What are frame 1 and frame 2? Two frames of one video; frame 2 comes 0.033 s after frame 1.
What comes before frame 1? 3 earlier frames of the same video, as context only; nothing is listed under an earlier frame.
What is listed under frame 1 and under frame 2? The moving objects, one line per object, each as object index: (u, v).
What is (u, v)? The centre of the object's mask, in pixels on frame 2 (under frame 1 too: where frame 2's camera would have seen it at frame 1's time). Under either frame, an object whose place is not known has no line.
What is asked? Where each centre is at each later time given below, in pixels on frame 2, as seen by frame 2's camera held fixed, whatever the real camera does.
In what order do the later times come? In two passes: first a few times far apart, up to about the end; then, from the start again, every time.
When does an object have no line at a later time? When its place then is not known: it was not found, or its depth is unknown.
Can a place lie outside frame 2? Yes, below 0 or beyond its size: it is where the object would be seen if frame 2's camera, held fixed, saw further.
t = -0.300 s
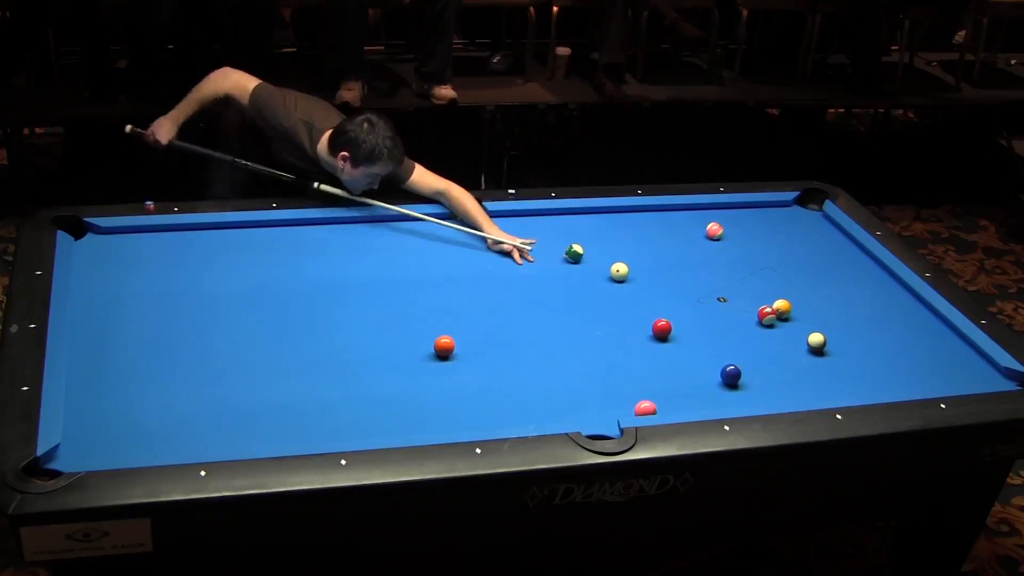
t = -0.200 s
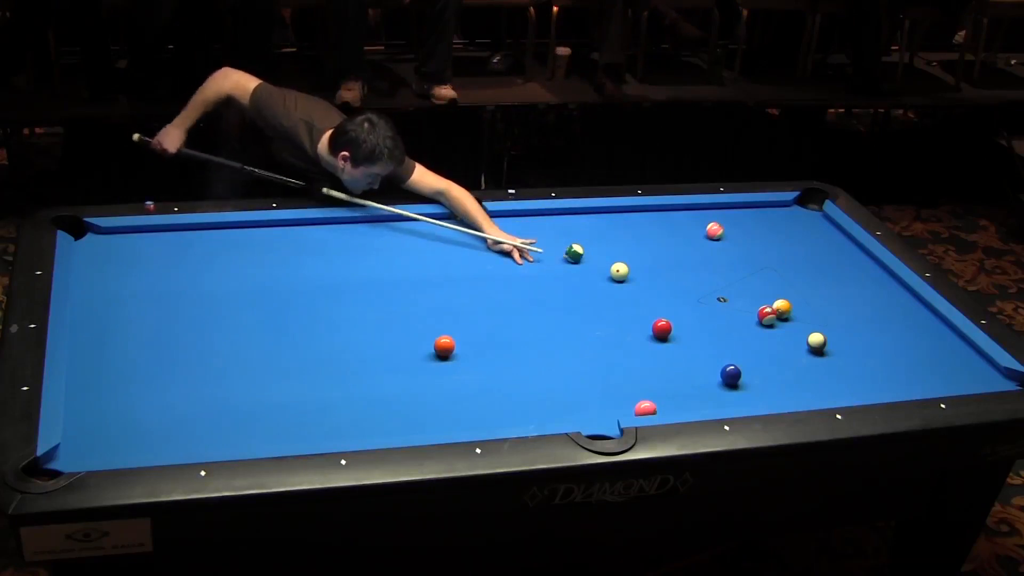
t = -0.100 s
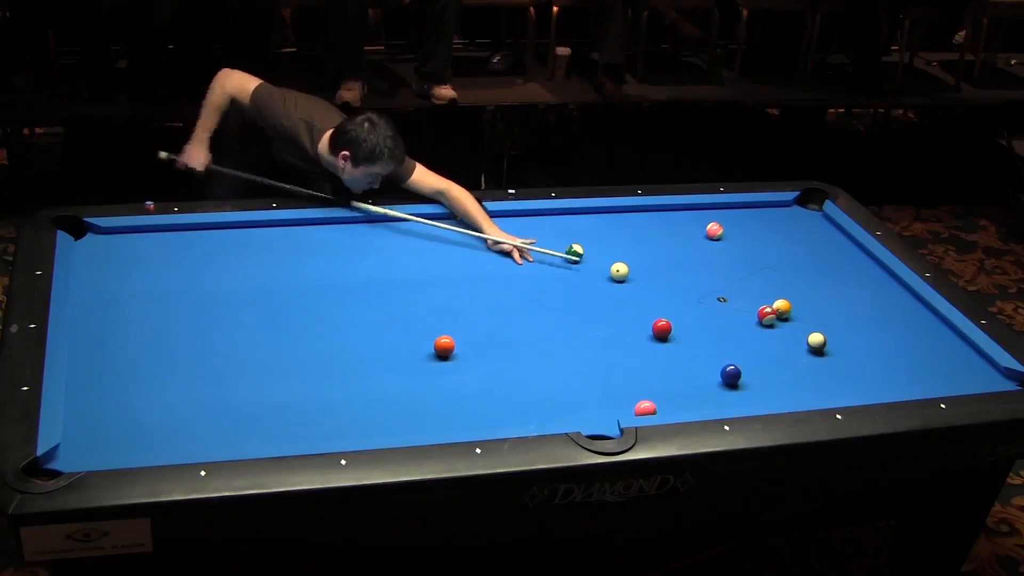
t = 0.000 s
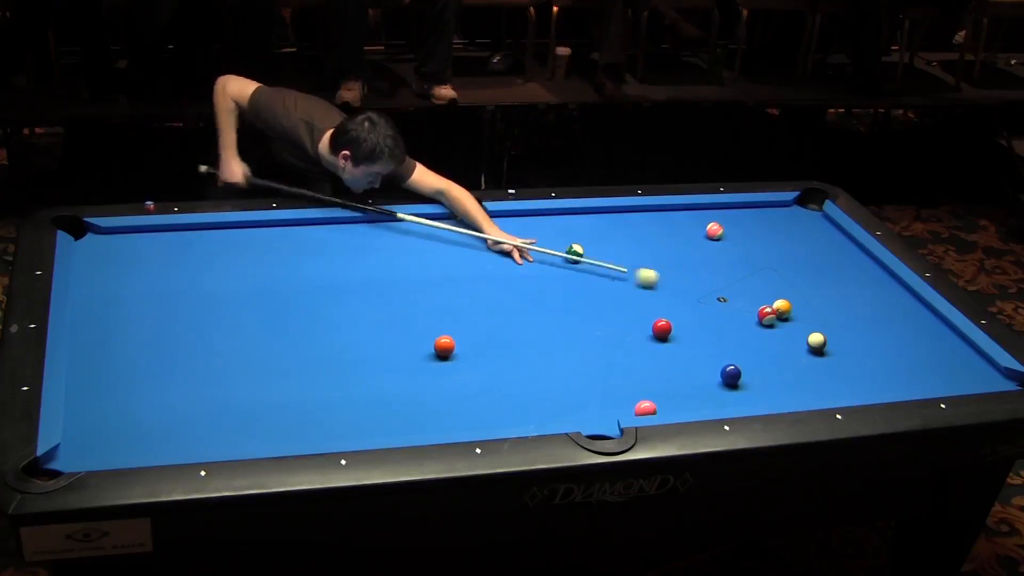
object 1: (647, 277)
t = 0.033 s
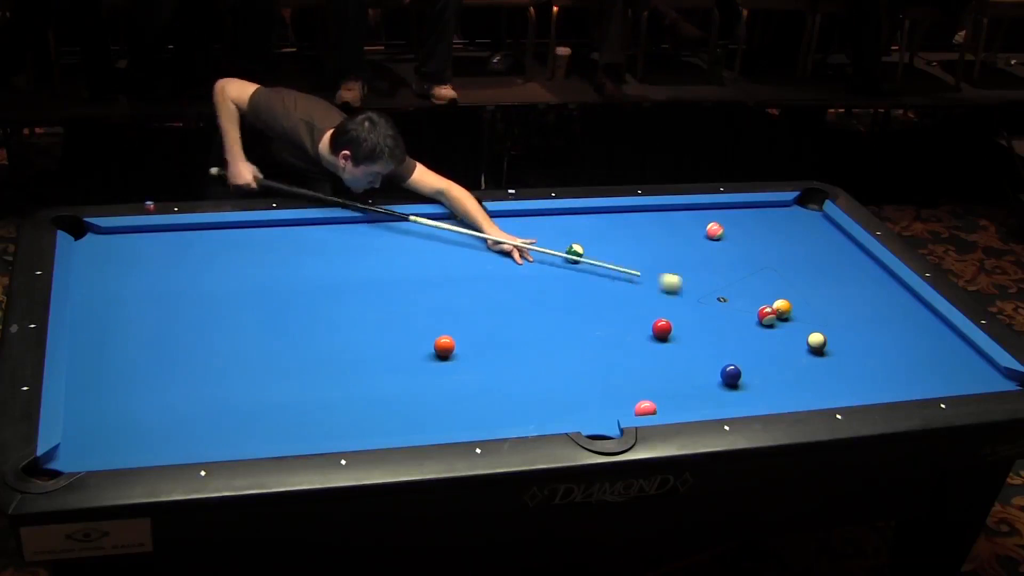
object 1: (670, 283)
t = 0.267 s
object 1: (771, 300)
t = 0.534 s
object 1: (815, 300)
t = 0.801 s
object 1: (860, 299)
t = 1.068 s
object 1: (901, 298)
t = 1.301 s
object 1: (900, 297)
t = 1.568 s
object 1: (877, 295)
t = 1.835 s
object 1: (855, 293)
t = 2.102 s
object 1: (836, 291)
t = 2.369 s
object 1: (817, 289)
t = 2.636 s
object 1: (801, 288)
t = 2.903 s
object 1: (785, 286)
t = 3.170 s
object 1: (772, 285)
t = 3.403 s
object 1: (761, 283)
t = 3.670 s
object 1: (752, 282)
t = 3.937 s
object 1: (743, 281)
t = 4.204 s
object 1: (736, 280)
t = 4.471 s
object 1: (731, 280)
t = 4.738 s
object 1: (727, 279)
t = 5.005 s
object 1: (725, 279)
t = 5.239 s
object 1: (725, 279)
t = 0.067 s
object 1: (692, 288)
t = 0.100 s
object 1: (714, 292)
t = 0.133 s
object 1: (735, 297)
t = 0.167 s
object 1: (755, 301)
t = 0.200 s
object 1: (765, 300)
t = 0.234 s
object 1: (767, 299)
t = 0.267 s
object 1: (771, 300)
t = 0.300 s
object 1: (776, 300)
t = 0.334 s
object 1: (780, 300)
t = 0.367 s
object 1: (786, 300)
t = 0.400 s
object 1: (792, 300)
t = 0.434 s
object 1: (798, 299)
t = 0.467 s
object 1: (804, 299)
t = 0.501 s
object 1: (809, 299)
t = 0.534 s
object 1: (815, 300)
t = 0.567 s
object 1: (821, 300)
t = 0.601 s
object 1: (827, 300)
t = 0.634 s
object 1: (833, 299)
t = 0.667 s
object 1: (838, 299)
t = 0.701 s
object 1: (843, 299)
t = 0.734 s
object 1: (849, 299)
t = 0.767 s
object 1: (854, 299)
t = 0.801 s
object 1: (860, 299)
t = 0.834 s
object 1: (865, 299)
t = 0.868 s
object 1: (870, 298)
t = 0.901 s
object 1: (876, 298)
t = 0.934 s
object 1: (881, 298)
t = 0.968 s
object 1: (886, 298)
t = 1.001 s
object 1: (891, 298)
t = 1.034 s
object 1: (896, 298)
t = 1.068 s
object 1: (901, 298)
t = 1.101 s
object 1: (906, 298)
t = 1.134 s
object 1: (912, 298)
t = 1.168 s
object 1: (913, 298)
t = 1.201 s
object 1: (910, 298)
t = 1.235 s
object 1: (906, 297)
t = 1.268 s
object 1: (903, 297)
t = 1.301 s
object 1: (900, 297)
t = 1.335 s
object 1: (897, 296)
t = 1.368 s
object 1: (894, 296)
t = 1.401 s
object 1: (891, 296)
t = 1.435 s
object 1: (888, 296)
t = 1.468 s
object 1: (885, 295)
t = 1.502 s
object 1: (882, 295)
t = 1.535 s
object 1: (880, 295)
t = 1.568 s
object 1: (877, 295)
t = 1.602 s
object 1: (874, 295)
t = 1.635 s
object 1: (871, 294)
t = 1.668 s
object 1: (869, 294)
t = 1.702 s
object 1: (866, 294)
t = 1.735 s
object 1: (863, 293)
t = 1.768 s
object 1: (861, 293)
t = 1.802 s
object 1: (858, 293)
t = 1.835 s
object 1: (855, 293)
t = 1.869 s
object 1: (853, 293)
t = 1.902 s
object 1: (850, 292)
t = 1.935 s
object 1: (848, 292)
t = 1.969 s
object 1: (845, 292)
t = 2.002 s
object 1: (843, 292)
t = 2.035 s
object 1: (840, 292)
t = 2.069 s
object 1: (838, 291)
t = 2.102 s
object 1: (836, 291)
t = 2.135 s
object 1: (833, 291)
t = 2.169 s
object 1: (831, 291)
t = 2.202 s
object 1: (829, 290)
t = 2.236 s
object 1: (826, 290)
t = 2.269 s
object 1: (824, 290)
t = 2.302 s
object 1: (821, 290)
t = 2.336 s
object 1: (819, 290)
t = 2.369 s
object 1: (817, 289)
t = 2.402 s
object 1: (815, 290)
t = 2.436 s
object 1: (813, 289)
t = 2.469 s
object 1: (811, 289)
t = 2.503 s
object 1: (809, 289)
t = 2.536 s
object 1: (807, 288)
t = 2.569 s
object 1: (805, 288)
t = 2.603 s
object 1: (803, 288)
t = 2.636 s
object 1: (801, 288)
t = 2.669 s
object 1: (799, 288)
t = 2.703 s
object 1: (797, 287)
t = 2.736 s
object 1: (795, 287)
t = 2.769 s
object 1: (793, 287)
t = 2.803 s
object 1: (791, 287)
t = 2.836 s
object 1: (789, 287)
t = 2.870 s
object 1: (787, 287)
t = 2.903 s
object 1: (785, 286)
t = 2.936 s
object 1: (784, 286)
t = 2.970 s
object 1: (782, 286)
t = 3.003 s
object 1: (780, 286)
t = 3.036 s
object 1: (779, 286)
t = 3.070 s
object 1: (777, 286)
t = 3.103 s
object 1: (775, 286)
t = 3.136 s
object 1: (774, 285)
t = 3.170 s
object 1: (772, 285)
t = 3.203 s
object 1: (771, 285)
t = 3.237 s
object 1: (769, 285)
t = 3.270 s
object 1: (767, 284)
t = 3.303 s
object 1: (766, 284)
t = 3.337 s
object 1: (765, 284)
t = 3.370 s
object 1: (763, 284)
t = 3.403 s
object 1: (761, 283)
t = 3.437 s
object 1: (760, 283)
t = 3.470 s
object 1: (759, 283)
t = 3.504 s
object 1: (758, 283)
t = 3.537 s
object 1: (756, 283)
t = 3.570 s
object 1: (755, 283)
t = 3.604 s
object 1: (754, 282)
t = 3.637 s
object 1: (753, 282)
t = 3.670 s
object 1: (752, 282)
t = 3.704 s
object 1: (750, 282)
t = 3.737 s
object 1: (749, 282)
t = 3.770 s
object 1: (748, 282)
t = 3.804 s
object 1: (747, 282)
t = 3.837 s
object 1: (746, 281)
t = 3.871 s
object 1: (745, 281)
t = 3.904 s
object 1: (744, 281)
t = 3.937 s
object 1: (743, 281)
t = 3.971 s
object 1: (742, 281)
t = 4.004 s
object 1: (741, 281)
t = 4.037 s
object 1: (741, 281)
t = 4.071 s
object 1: (740, 281)
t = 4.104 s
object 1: (739, 281)
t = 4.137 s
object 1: (738, 281)
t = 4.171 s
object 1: (737, 281)
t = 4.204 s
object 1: (736, 280)
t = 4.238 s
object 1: (736, 280)
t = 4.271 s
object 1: (735, 280)
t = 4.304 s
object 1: (734, 280)
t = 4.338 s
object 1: (733, 280)
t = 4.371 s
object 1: (733, 280)
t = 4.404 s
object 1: (732, 280)
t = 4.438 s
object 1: (732, 280)
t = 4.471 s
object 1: (731, 280)
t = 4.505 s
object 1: (730, 280)
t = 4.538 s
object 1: (730, 280)
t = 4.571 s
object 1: (730, 280)
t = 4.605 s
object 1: (729, 280)
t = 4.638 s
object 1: (728, 280)
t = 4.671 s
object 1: (728, 280)
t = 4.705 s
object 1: (728, 279)
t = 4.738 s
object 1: (727, 279)
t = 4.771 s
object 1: (727, 279)
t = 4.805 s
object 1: (727, 279)
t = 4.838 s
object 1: (726, 279)
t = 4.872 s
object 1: (726, 279)
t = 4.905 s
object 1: (726, 279)
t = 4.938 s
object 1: (726, 279)
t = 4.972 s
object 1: (726, 279)
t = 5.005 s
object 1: (725, 279)
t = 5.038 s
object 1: (725, 279)
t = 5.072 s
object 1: (725, 279)
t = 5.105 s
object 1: (725, 279)
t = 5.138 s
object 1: (725, 279)
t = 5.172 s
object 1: (725, 279)
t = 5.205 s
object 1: (725, 279)
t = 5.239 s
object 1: (725, 279)
